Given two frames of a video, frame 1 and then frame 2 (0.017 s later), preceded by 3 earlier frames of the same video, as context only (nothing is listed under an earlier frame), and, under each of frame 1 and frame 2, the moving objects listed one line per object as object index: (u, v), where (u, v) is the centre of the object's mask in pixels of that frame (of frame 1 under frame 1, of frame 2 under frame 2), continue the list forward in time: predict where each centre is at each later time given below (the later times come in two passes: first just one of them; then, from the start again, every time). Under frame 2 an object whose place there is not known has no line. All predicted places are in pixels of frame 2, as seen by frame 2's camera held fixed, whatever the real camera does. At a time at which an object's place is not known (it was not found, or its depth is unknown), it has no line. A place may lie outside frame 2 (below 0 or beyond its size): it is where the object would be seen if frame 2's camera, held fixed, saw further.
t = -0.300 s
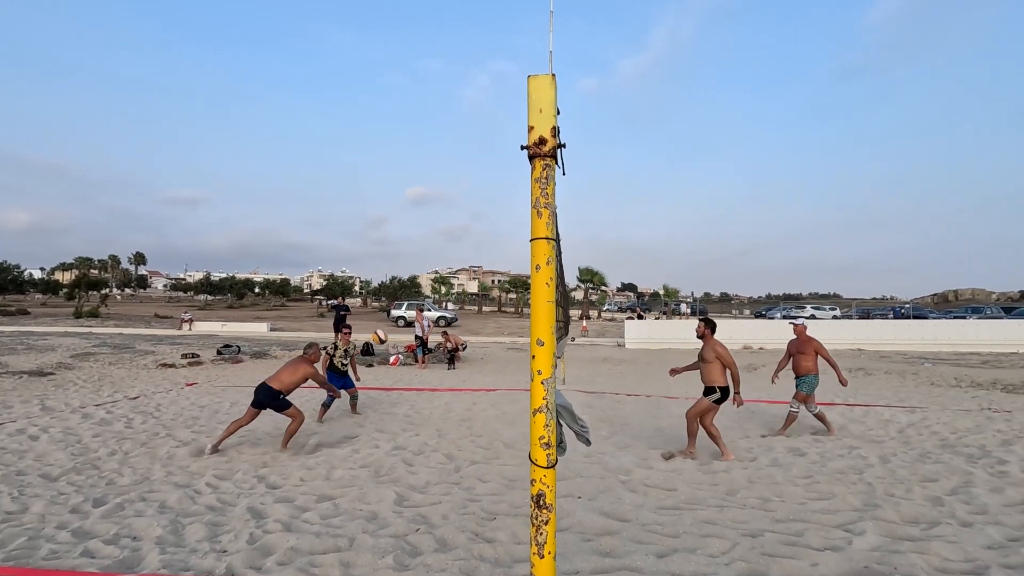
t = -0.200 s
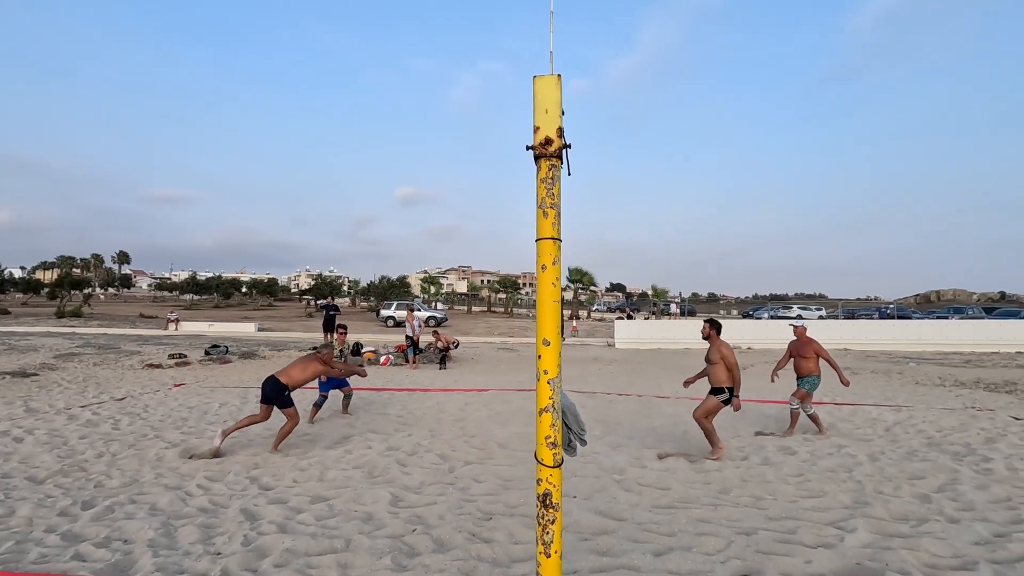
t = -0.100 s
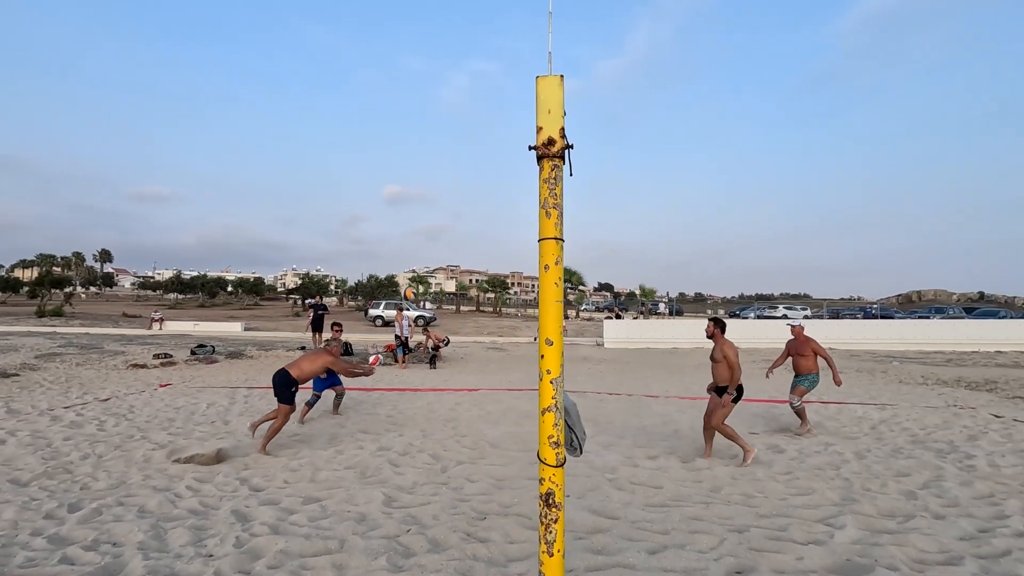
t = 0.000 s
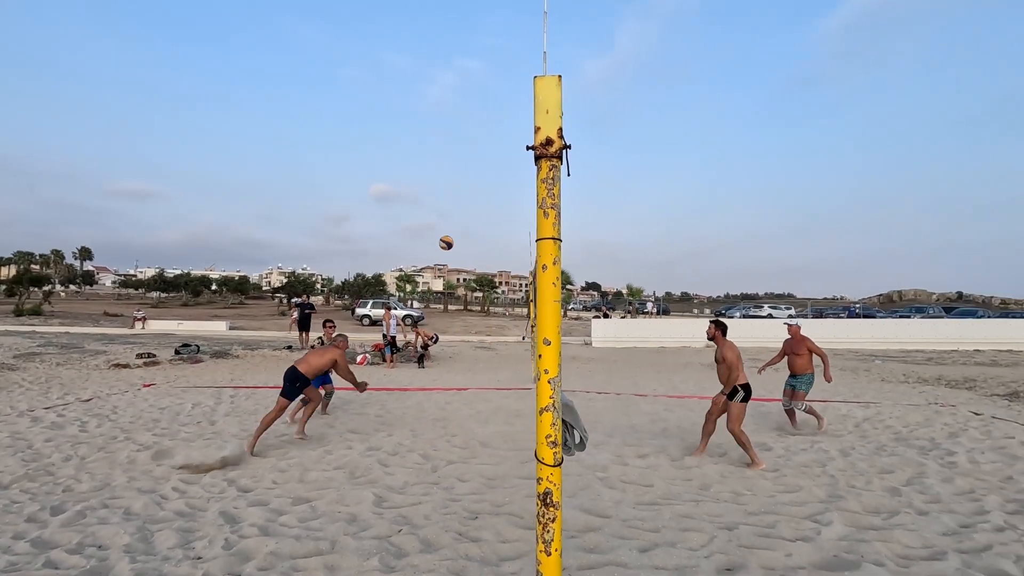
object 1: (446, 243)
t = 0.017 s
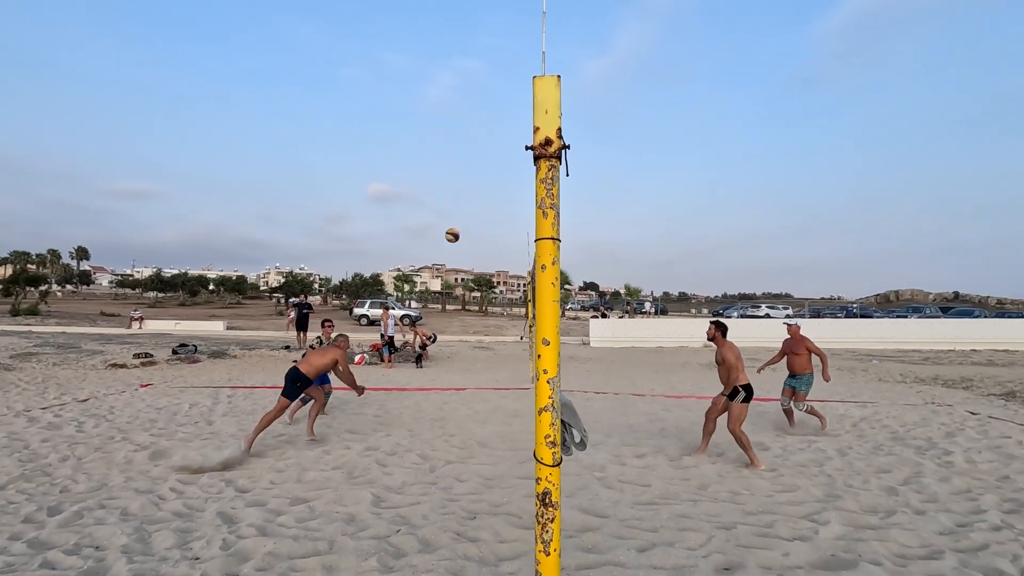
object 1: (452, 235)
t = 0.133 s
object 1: (506, 190)
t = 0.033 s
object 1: (460, 229)
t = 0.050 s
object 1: (468, 222)
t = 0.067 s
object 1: (476, 215)
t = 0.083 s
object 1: (483, 208)
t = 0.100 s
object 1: (491, 202)
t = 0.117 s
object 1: (498, 196)
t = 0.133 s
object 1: (506, 190)
